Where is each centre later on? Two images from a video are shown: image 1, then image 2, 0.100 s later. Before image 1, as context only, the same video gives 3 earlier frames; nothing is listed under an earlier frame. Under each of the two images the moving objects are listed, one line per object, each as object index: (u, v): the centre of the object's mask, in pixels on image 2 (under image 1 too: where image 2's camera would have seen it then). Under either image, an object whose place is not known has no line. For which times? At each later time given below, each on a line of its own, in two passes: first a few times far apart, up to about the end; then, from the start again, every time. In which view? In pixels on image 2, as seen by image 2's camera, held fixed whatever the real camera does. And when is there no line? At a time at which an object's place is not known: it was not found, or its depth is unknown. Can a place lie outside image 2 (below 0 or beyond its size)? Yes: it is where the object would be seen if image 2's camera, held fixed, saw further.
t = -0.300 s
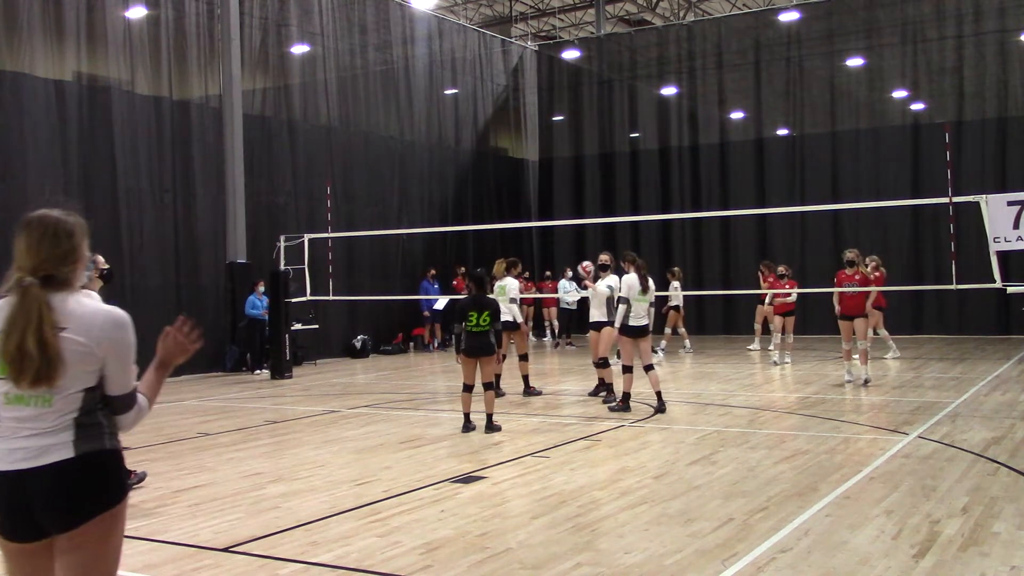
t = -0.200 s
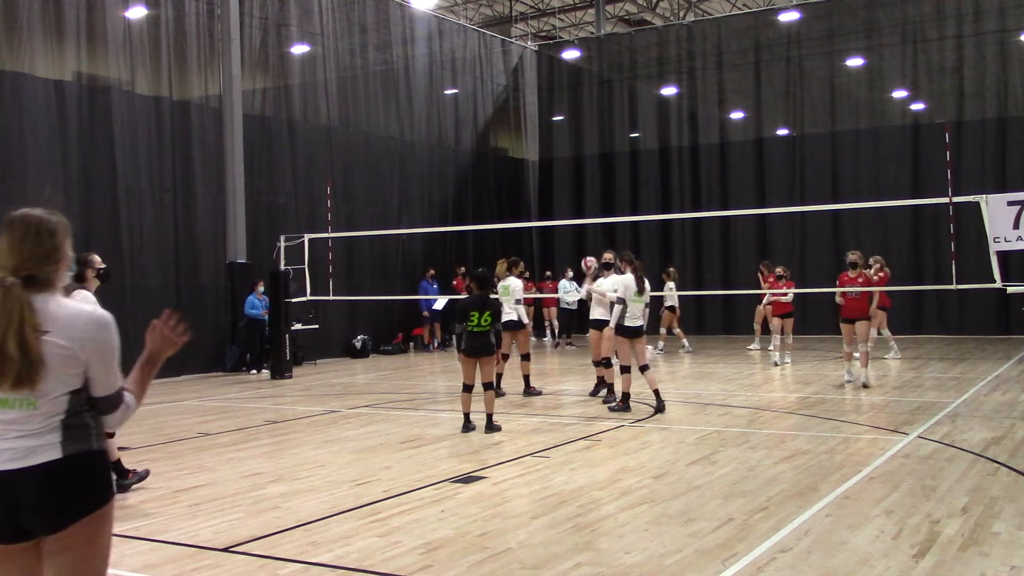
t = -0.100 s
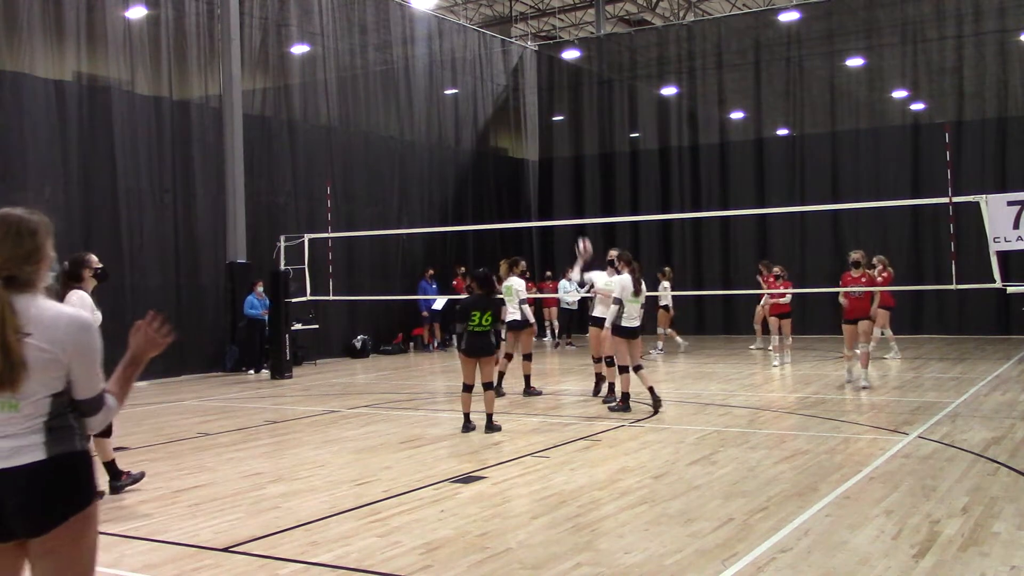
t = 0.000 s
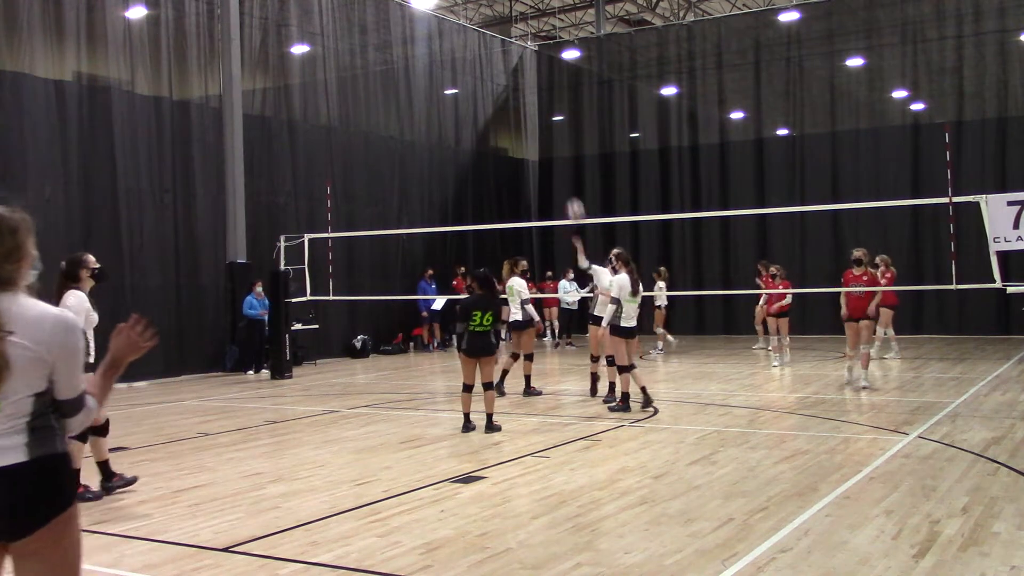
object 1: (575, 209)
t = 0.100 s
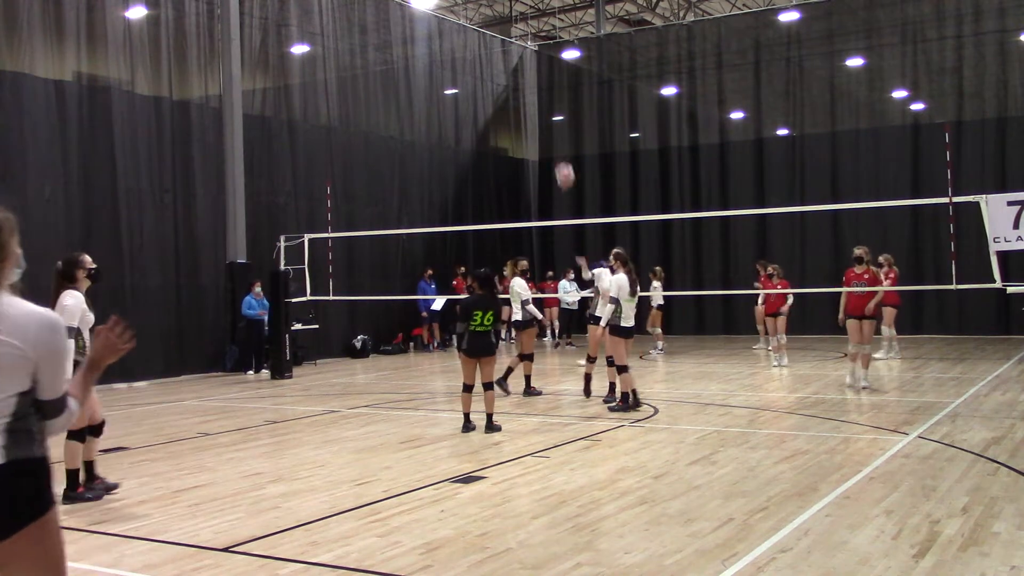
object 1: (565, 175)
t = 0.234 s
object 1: (551, 134)
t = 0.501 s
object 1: (521, 90)
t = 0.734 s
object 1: (485, 126)
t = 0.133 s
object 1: (561, 165)
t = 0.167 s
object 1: (558, 154)
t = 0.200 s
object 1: (554, 144)
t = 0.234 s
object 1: (551, 134)
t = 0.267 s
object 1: (548, 126)
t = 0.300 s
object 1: (544, 117)
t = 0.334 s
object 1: (539, 110)
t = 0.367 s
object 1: (535, 104)
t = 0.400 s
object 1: (532, 99)
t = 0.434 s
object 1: (528, 94)
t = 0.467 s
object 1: (524, 92)
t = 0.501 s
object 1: (521, 90)
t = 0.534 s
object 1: (516, 90)
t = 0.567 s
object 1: (512, 91)
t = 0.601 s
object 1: (508, 93)
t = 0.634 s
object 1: (502, 98)
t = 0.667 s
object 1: (497, 104)
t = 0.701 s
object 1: (491, 114)
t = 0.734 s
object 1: (485, 126)
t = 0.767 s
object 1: (479, 141)
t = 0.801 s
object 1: (473, 158)
